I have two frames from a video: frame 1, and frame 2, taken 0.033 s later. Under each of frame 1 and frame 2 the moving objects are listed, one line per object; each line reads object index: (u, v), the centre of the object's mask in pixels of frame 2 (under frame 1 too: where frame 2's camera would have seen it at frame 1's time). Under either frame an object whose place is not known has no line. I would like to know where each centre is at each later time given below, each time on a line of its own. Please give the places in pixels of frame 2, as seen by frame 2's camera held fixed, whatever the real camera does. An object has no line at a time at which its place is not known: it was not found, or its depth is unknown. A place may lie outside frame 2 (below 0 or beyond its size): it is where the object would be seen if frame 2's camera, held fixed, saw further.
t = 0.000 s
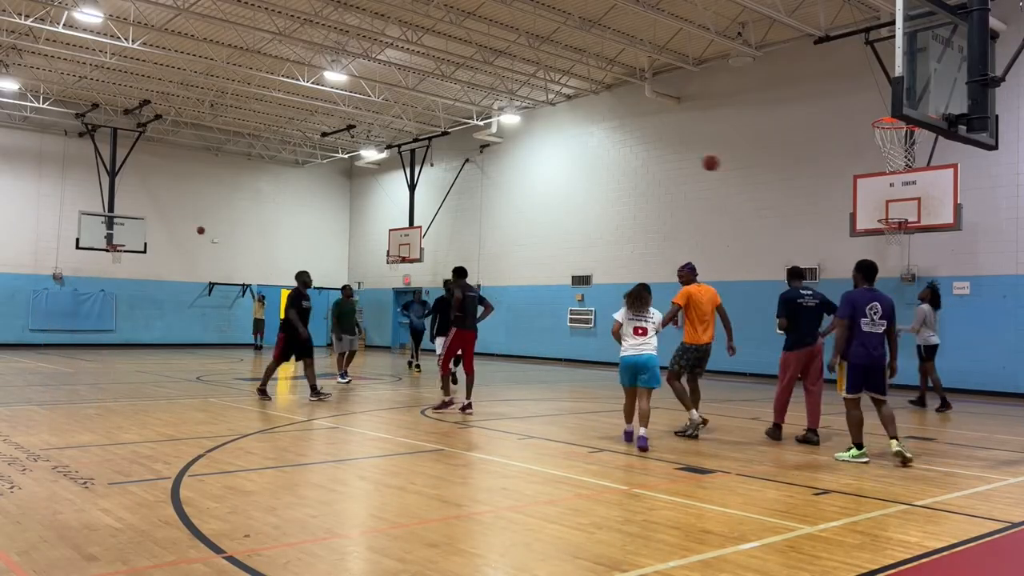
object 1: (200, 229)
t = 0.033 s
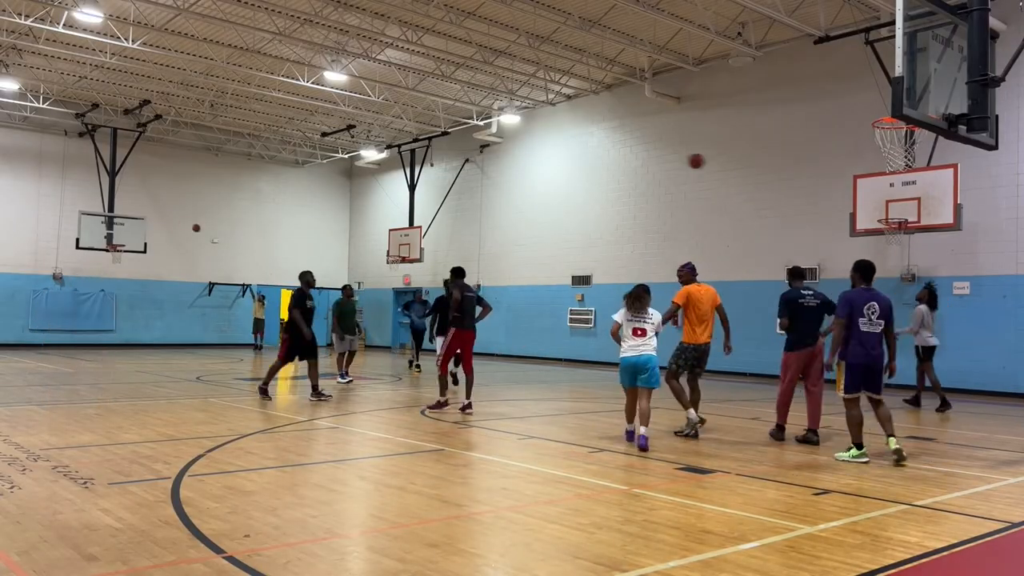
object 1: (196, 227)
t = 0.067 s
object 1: (191, 225)
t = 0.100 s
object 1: (187, 224)
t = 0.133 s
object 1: (182, 222)
